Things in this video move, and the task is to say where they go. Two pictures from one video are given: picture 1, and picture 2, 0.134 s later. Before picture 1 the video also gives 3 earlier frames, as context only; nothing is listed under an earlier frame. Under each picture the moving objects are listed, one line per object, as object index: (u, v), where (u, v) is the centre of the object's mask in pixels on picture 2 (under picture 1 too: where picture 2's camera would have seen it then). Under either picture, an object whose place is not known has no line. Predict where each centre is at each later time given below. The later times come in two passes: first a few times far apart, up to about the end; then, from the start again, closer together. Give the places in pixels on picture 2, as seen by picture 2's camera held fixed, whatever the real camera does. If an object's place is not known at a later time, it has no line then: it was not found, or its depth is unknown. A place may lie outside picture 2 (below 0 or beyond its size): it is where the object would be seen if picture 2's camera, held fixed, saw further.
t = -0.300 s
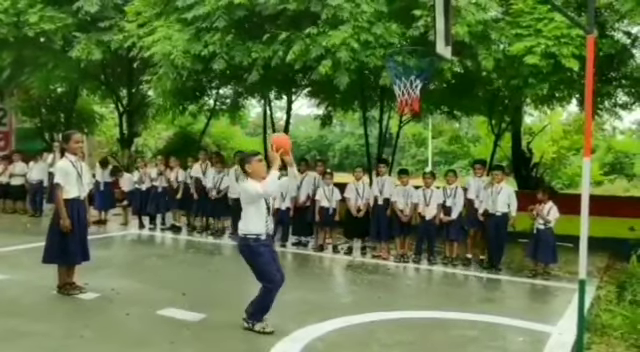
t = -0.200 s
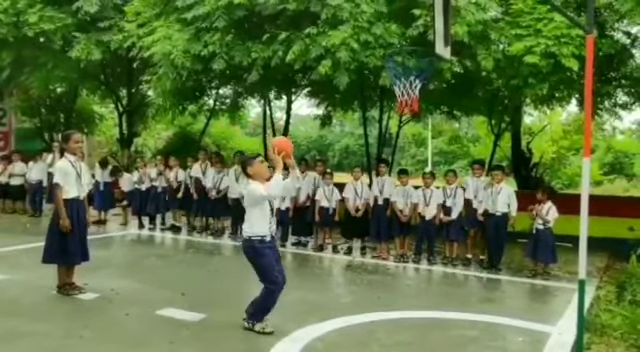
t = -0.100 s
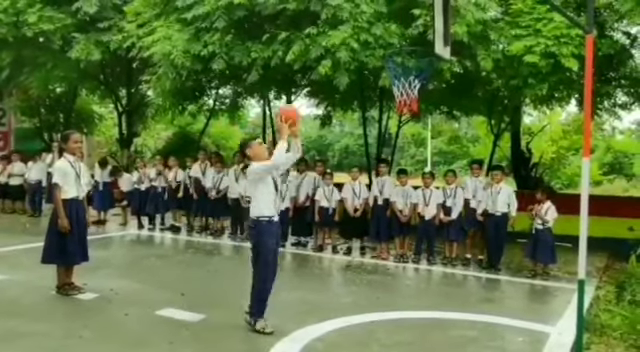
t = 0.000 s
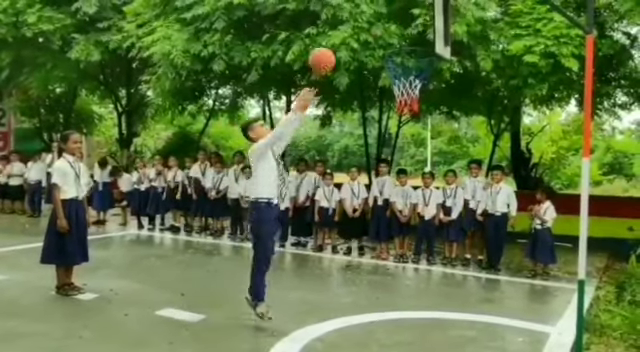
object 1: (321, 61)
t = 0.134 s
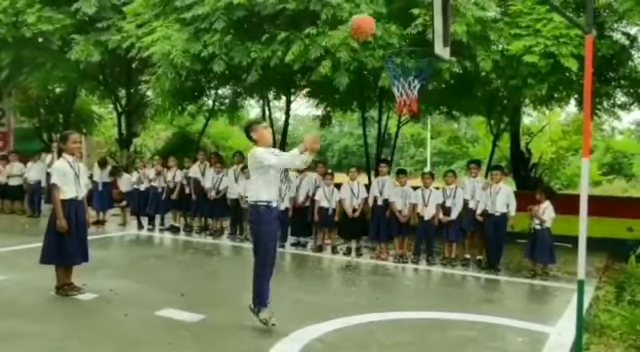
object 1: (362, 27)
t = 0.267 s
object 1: (403, 17)
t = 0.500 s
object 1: (405, 63)
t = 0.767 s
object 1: (372, 187)
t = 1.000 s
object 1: (351, 322)
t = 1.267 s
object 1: (350, 256)
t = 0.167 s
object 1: (373, 21)
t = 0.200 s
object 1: (382, 18)
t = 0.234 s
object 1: (393, 17)
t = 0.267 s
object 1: (403, 17)
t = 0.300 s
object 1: (414, 19)
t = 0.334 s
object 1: (422, 22)
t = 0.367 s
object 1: (423, 27)
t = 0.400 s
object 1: (421, 34)
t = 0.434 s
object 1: (416, 41)
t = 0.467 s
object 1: (409, 52)
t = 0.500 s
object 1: (405, 63)
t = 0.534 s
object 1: (399, 75)
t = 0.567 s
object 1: (394, 92)
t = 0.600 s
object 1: (390, 103)
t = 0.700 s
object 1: (379, 149)
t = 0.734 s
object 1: (376, 167)
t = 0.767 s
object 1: (372, 187)
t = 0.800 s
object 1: (368, 210)
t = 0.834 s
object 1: (364, 230)
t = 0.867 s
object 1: (360, 255)
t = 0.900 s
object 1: (357, 281)
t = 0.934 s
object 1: (354, 308)
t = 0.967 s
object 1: (351, 336)
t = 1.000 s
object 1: (351, 322)
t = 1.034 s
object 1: (351, 308)
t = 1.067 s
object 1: (351, 297)
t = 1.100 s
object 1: (351, 286)
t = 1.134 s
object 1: (351, 276)
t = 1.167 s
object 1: (350, 269)
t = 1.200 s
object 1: (351, 263)
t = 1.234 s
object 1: (350, 257)
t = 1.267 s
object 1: (350, 256)
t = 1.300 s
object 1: (350, 255)
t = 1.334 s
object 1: (350, 254)
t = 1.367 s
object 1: (350, 254)
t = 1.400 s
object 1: (350, 256)
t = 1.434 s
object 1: (350, 259)
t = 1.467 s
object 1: (349, 265)
